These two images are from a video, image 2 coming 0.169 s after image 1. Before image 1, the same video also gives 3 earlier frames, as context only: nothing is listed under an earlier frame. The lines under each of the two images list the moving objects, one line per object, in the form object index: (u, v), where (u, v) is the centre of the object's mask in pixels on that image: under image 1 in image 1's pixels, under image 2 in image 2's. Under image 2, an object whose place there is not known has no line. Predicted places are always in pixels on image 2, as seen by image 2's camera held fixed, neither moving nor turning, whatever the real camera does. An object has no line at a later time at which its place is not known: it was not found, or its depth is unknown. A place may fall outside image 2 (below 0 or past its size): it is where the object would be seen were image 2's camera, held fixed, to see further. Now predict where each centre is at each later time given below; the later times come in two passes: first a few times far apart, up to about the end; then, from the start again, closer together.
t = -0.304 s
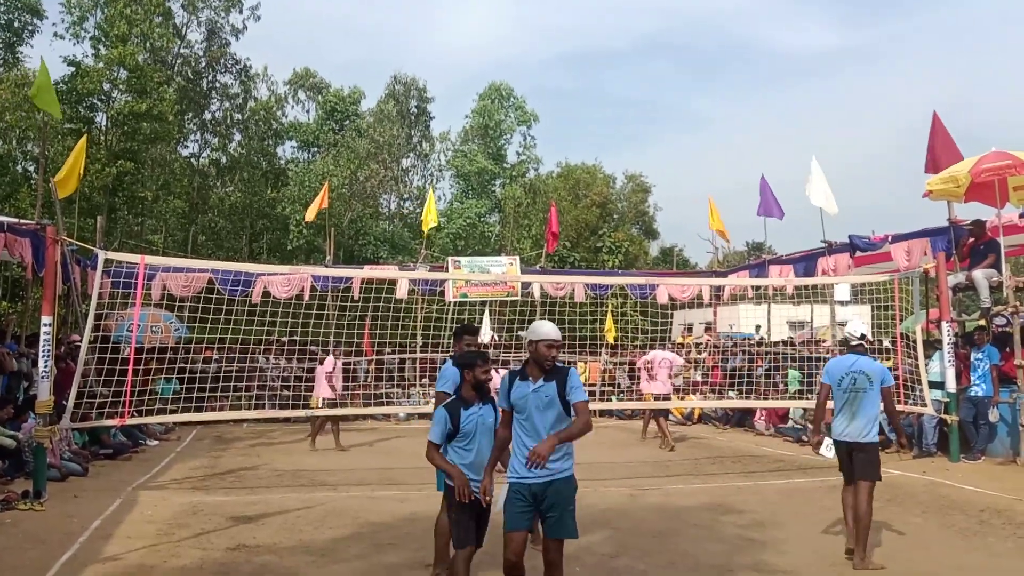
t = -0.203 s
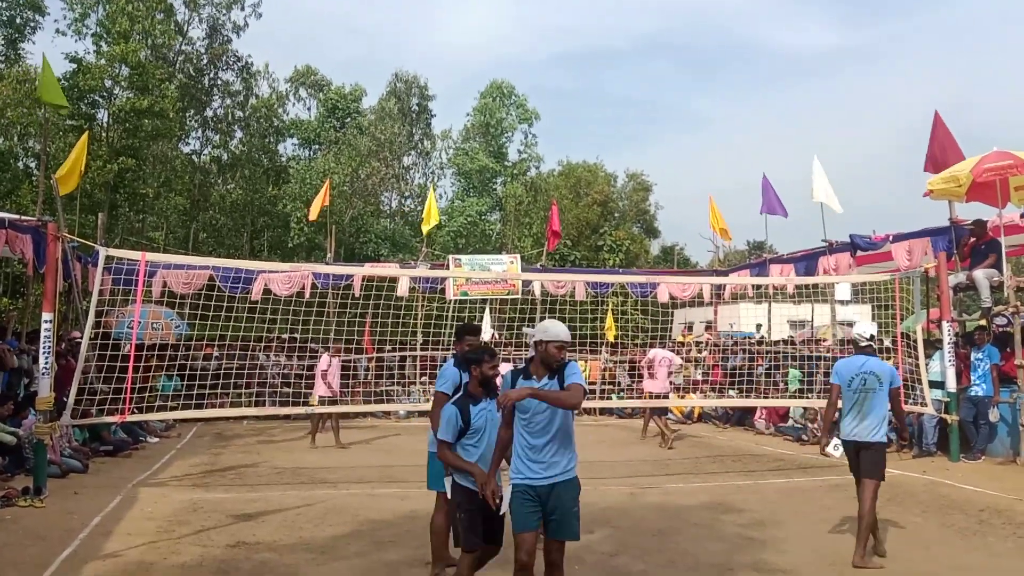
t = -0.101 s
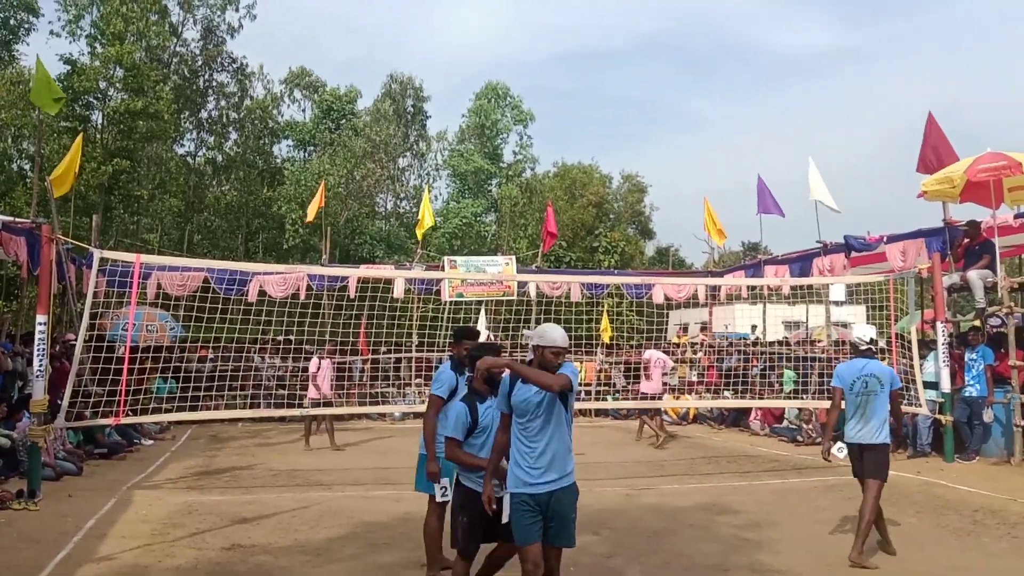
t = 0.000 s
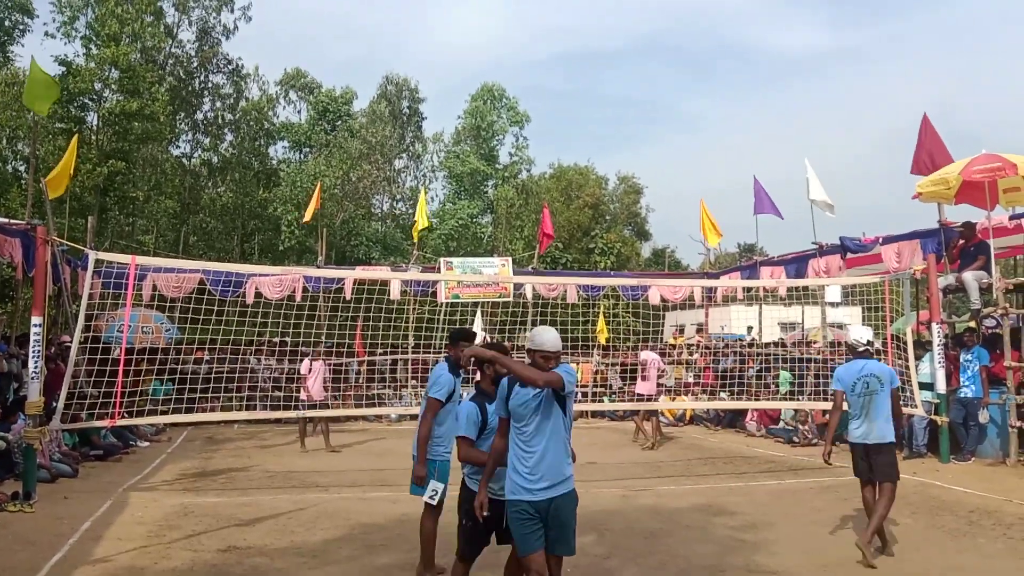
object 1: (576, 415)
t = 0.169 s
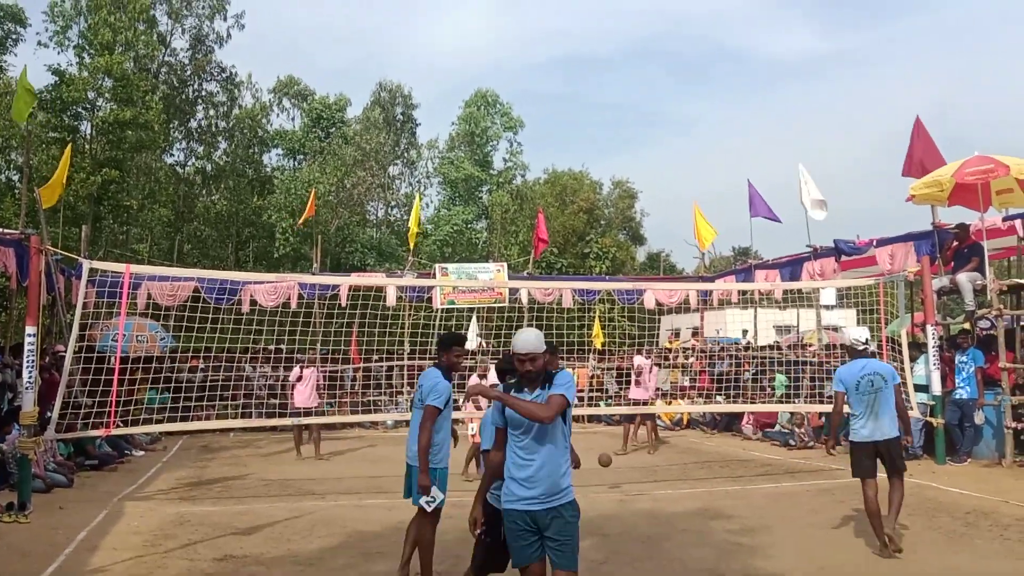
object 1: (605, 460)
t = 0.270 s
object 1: (629, 492)
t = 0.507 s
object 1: (674, 487)
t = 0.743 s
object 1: (733, 534)
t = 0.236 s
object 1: (621, 487)
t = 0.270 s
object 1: (629, 492)
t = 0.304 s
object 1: (634, 487)
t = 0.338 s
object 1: (640, 484)
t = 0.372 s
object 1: (647, 483)
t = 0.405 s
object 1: (653, 482)
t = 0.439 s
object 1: (660, 482)
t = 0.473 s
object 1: (667, 484)
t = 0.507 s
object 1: (674, 487)
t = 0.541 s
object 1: (681, 491)
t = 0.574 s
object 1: (689, 497)
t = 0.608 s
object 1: (697, 505)
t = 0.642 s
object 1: (706, 514)
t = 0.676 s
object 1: (714, 525)
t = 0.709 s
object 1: (724, 538)
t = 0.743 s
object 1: (733, 534)
